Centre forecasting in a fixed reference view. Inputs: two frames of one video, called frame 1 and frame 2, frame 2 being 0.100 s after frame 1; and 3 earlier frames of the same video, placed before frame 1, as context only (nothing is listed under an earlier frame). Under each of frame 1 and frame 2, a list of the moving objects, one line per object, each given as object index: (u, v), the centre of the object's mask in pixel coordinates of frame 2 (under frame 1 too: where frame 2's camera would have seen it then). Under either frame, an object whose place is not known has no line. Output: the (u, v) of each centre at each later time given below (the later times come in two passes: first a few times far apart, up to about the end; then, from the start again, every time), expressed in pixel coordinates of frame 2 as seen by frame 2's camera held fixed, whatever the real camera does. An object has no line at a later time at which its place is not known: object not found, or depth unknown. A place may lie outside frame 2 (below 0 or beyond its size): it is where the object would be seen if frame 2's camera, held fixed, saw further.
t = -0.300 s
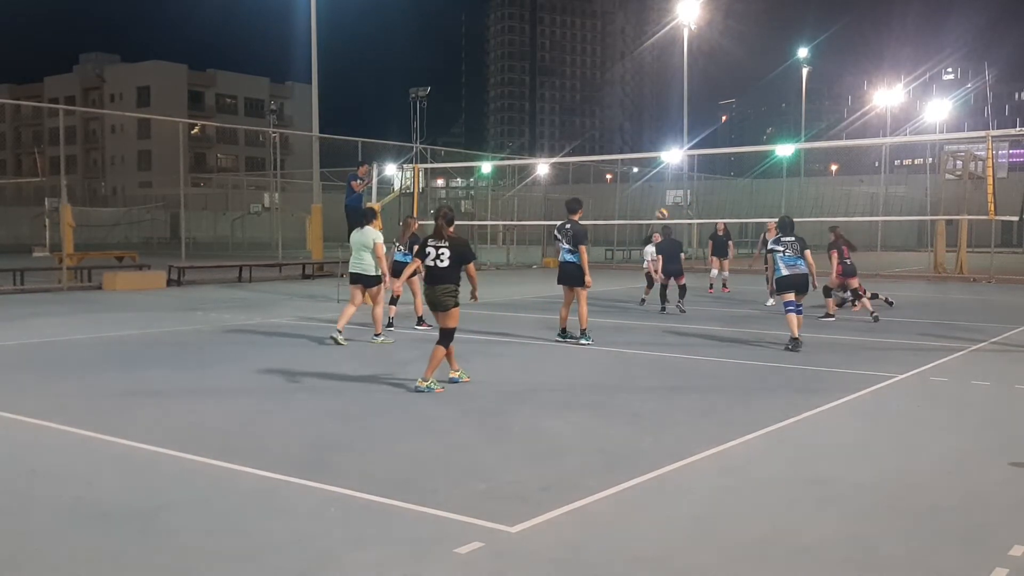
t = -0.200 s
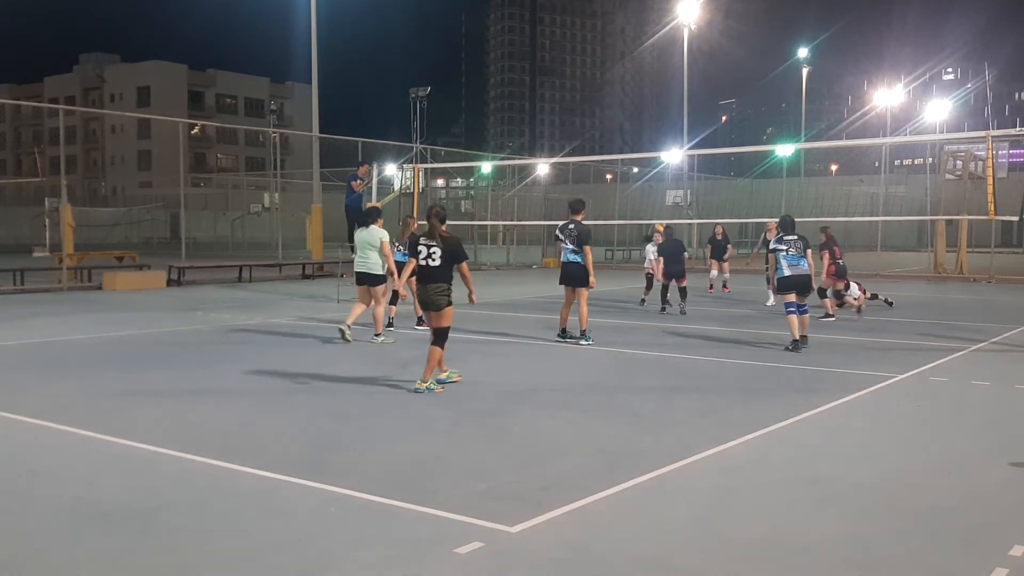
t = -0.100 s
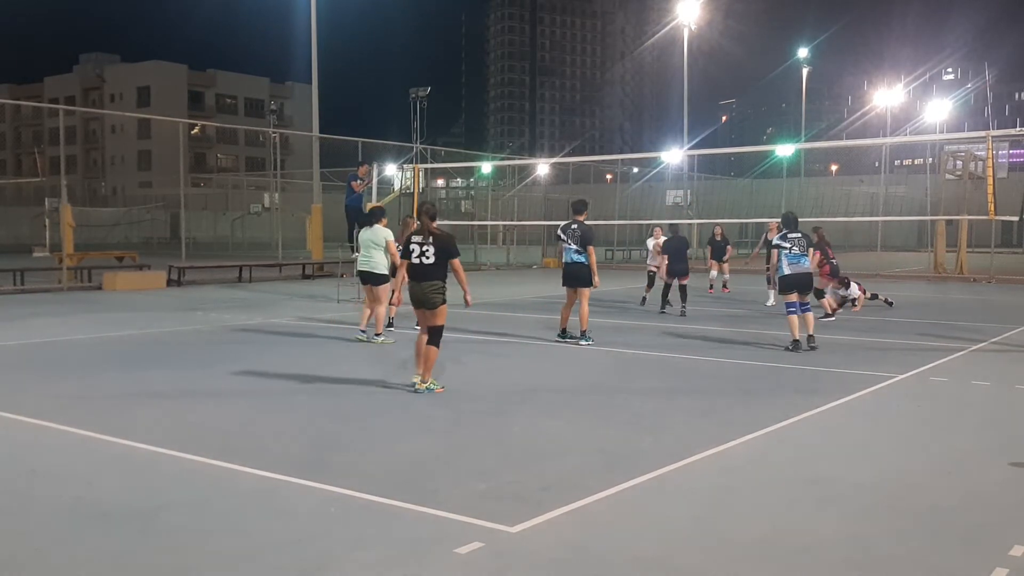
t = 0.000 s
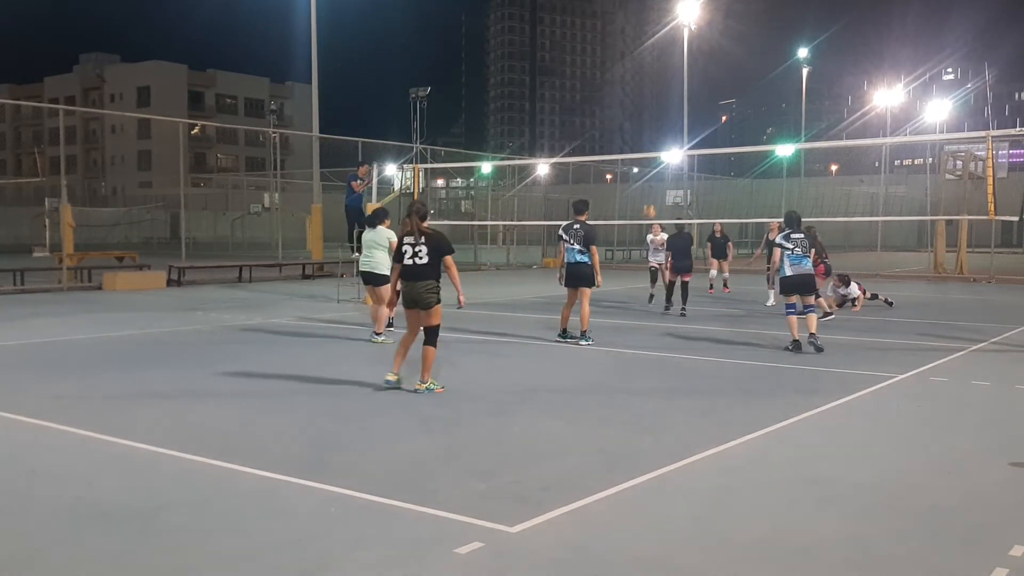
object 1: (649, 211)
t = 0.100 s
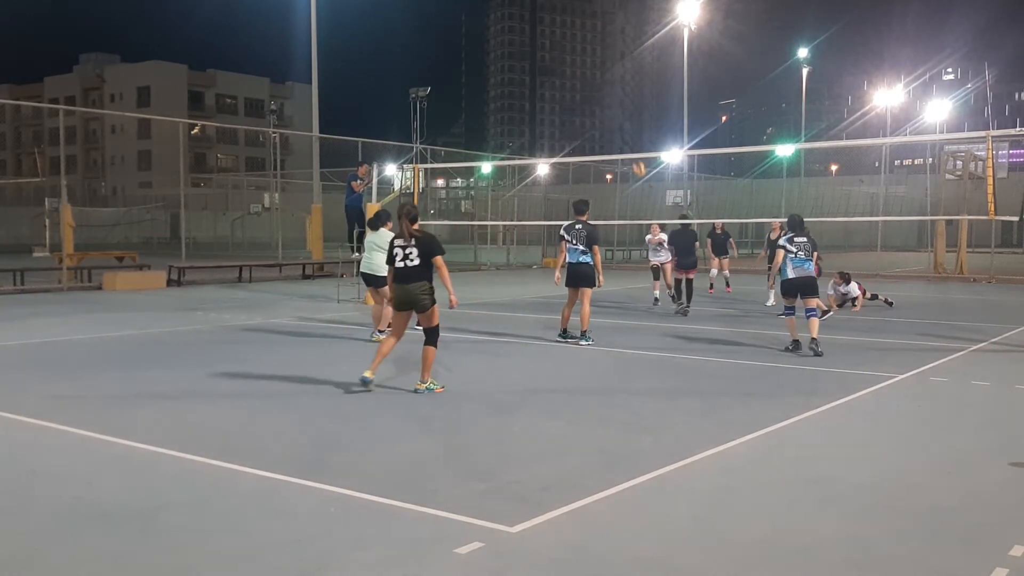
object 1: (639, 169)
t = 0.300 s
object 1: (614, 95)
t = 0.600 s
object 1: (571, 26)
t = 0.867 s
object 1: (527, 13)
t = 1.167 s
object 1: (477, 68)
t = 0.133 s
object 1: (636, 155)
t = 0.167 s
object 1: (631, 143)
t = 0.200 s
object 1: (627, 130)
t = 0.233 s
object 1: (623, 118)
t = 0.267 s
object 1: (619, 107)
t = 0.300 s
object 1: (614, 95)
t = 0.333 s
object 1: (609, 85)
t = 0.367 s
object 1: (604, 75)
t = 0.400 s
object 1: (600, 66)
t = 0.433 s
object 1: (595, 57)
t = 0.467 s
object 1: (590, 50)
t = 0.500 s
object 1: (585, 44)
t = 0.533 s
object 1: (581, 37)
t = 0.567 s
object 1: (575, 31)
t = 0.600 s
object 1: (571, 26)
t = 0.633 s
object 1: (566, 22)
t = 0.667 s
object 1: (561, 18)
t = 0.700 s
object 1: (556, 16)
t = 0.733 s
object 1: (551, 14)
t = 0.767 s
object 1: (545, 13)
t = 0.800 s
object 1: (539, 12)
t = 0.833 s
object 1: (534, 12)
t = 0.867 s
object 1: (527, 13)
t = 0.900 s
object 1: (522, 15)
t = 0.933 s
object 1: (516, 18)
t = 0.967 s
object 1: (511, 23)
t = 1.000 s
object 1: (505, 28)
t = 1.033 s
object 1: (499, 35)
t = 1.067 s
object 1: (494, 42)
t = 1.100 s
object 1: (488, 50)
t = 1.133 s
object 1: (483, 58)
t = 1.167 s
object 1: (477, 68)
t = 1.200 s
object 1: (472, 79)
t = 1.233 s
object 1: (466, 90)
